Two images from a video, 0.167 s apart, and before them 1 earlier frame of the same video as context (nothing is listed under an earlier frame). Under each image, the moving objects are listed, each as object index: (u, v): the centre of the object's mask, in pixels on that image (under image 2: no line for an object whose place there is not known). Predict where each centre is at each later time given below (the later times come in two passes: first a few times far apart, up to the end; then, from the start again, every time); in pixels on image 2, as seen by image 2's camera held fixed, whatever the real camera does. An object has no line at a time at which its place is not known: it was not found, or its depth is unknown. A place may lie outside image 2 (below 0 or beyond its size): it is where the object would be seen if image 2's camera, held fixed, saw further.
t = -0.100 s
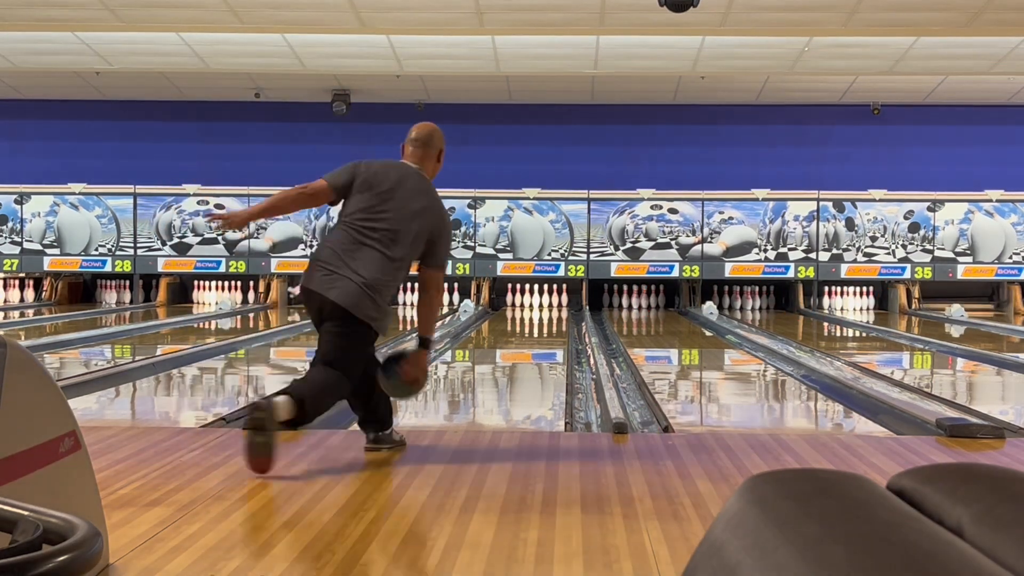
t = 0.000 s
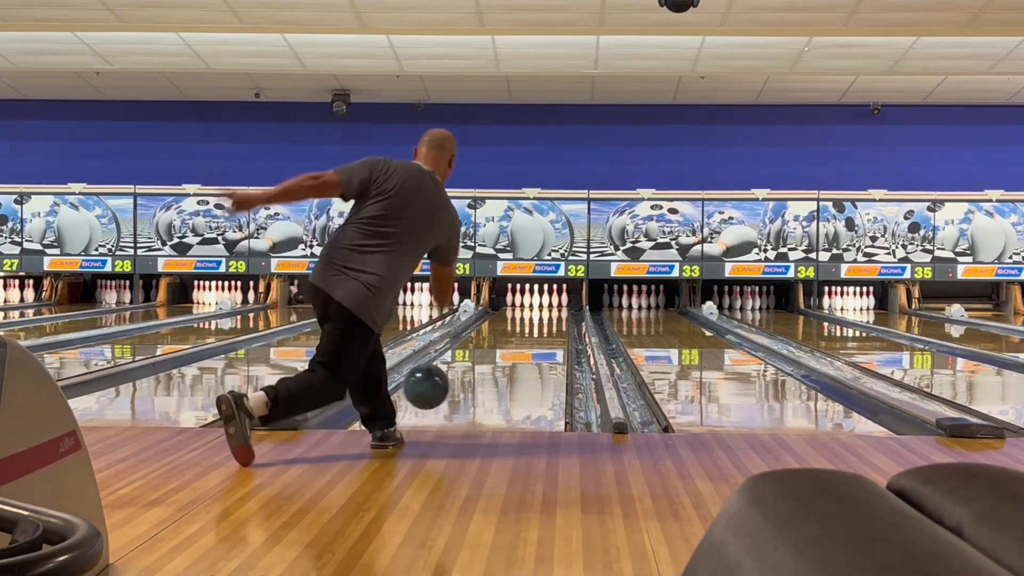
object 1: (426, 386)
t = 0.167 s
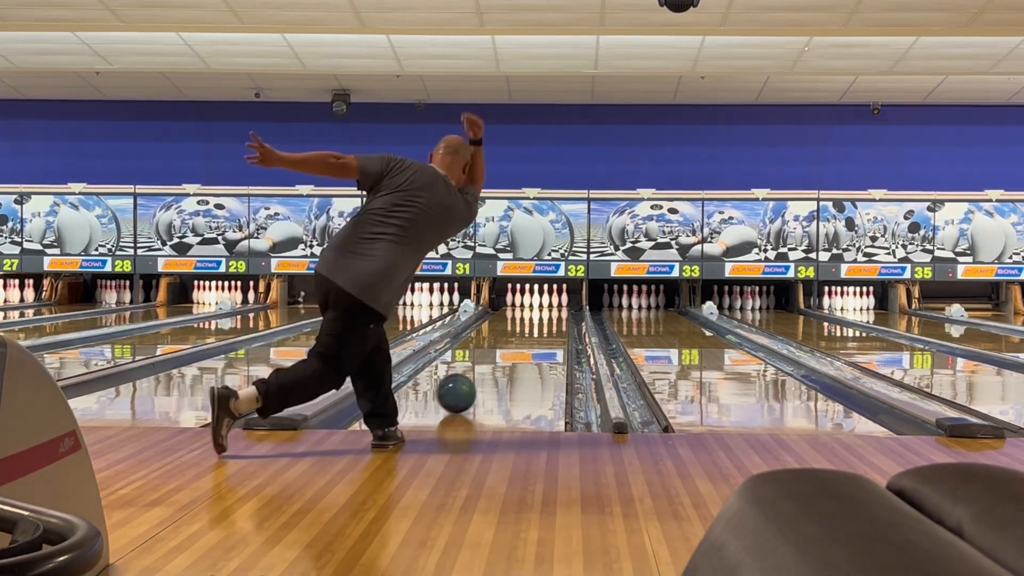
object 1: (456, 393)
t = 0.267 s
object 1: (470, 383)
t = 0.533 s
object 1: (498, 362)
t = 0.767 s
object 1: (515, 348)
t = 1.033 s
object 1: (530, 336)
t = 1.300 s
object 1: (540, 327)
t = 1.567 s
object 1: (547, 321)
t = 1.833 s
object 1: (551, 314)
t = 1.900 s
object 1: (552, 313)
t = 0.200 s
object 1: (461, 390)
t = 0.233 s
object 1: (466, 386)
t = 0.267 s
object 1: (470, 383)
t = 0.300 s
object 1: (474, 380)
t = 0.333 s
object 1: (478, 377)
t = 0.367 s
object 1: (482, 374)
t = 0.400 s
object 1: (485, 371)
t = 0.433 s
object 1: (489, 369)
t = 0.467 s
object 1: (492, 366)
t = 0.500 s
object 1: (495, 364)
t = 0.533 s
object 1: (498, 362)
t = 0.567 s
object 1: (501, 360)
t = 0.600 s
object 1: (504, 357)
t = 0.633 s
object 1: (506, 355)
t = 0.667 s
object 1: (509, 353)
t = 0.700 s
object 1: (511, 351)
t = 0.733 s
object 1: (513, 350)
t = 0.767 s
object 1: (515, 348)
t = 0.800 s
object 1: (517, 346)
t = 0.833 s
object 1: (519, 345)
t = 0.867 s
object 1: (521, 343)
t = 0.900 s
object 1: (523, 342)
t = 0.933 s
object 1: (525, 341)
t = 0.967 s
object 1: (526, 339)
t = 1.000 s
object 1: (528, 338)
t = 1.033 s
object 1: (530, 336)
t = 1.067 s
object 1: (531, 335)
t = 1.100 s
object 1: (532, 334)
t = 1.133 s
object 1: (533, 333)
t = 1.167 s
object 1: (535, 332)
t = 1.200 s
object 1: (536, 331)
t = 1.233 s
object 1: (538, 329)
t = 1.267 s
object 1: (539, 329)
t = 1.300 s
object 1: (540, 327)
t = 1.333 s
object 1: (541, 327)
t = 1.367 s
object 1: (542, 326)
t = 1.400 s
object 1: (542, 325)
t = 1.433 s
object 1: (544, 324)
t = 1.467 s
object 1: (545, 322)
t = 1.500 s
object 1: (545, 322)
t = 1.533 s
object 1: (546, 322)
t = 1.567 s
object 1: (547, 321)
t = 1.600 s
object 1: (548, 320)
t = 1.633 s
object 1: (548, 319)
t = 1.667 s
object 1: (549, 318)
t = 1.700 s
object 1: (549, 318)
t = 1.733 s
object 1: (550, 317)
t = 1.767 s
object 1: (550, 316)
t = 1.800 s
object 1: (551, 315)
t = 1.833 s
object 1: (551, 314)
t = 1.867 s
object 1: (552, 314)
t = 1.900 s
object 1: (552, 313)
